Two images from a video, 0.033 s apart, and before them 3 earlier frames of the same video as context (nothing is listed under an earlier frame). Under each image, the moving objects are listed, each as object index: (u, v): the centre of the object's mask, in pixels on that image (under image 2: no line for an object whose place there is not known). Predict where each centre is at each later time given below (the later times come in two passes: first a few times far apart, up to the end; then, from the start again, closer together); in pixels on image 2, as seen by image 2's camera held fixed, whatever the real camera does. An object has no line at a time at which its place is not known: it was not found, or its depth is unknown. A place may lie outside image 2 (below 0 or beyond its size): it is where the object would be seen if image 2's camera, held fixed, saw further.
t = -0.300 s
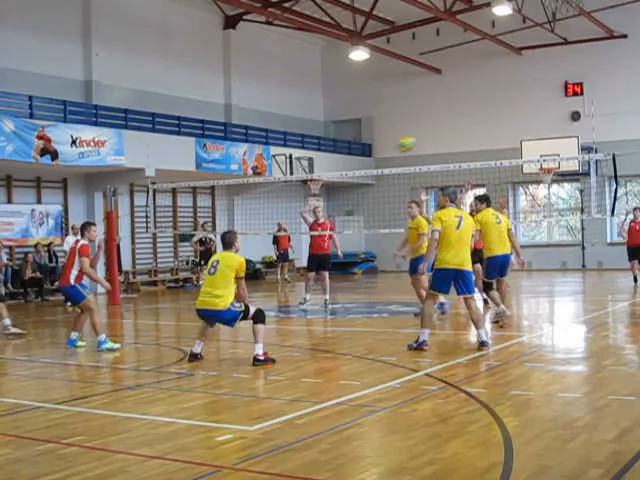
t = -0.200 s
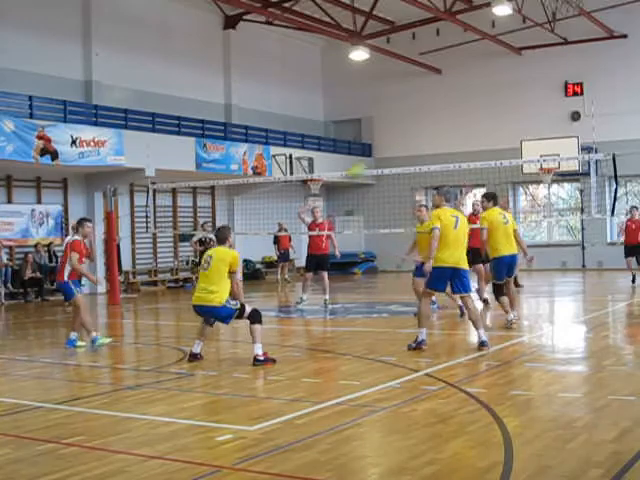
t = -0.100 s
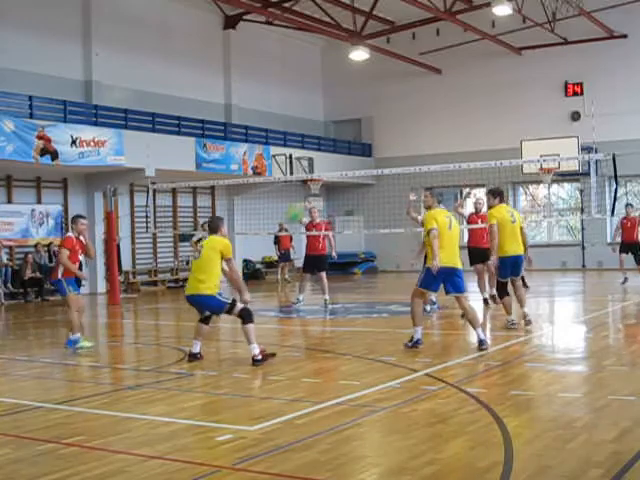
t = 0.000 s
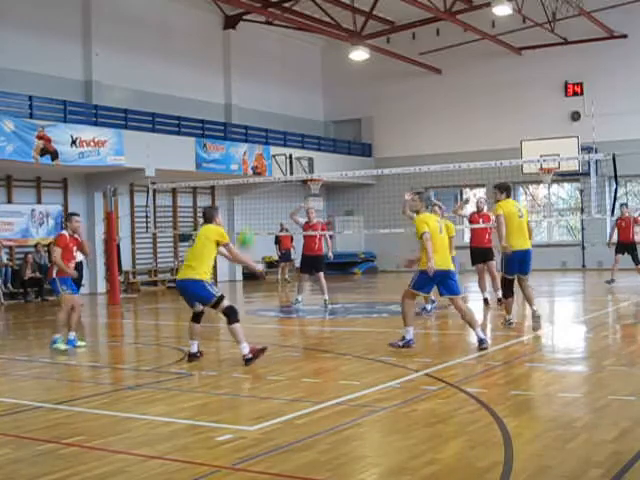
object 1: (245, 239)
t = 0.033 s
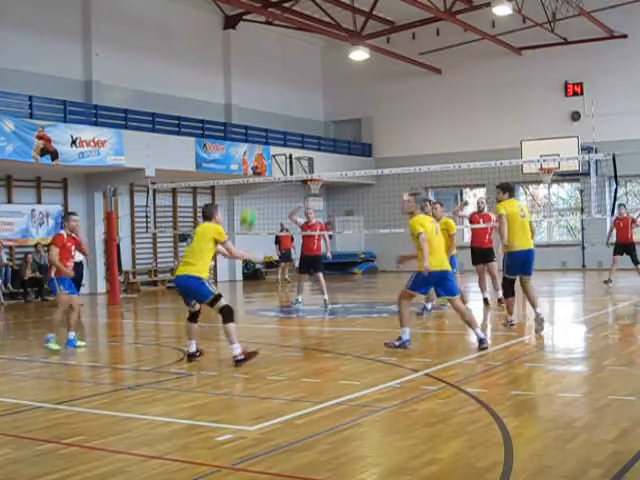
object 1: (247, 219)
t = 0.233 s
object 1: (267, 131)
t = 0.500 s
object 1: (287, 79)
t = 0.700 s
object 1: (299, 78)
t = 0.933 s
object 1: (312, 107)
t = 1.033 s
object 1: (320, 129)
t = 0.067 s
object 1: (251, 200)
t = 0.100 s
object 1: (255, 183)
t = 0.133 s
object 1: (258, 168)
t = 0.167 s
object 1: (262, 154)
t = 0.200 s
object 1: (264, 141)
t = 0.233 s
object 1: (267, 131)
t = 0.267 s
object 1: (270, 120)
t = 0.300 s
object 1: (272, 112)
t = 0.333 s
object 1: (275, 103)
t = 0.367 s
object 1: (277, 96)
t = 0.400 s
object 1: (280, 90)
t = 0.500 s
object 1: (287, 79)
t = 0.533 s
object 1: (289, 77)
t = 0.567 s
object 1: (291, 75)
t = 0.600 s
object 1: (293, 75)
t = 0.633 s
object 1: (295, 75)
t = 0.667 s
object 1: (297, 76)
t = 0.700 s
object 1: (299, 78)
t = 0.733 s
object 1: (301, 80)
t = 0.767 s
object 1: (303, 82)
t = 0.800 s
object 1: (305, 87)
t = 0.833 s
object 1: (307, 91)
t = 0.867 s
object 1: (309, 96)
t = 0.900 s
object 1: (310, 101)
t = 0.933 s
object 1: (312, 107)
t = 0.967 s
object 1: (314, 113)
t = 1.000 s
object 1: (317, 121)
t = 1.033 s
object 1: (320, 129)
